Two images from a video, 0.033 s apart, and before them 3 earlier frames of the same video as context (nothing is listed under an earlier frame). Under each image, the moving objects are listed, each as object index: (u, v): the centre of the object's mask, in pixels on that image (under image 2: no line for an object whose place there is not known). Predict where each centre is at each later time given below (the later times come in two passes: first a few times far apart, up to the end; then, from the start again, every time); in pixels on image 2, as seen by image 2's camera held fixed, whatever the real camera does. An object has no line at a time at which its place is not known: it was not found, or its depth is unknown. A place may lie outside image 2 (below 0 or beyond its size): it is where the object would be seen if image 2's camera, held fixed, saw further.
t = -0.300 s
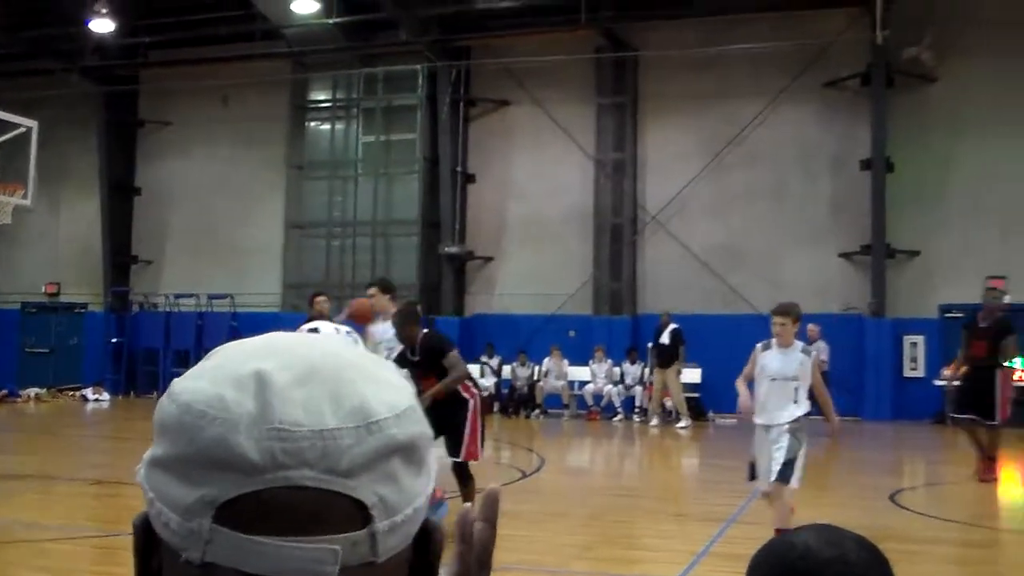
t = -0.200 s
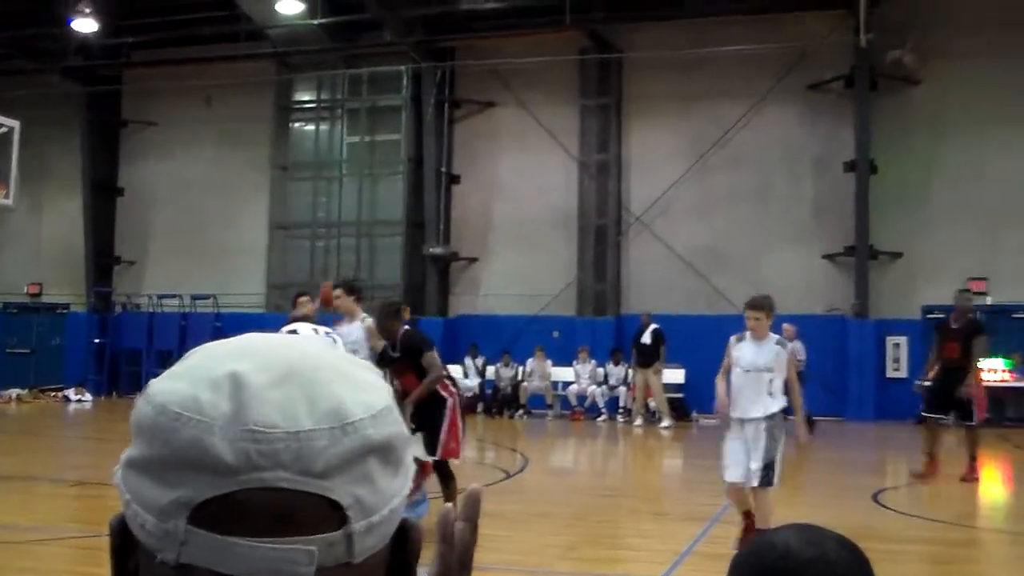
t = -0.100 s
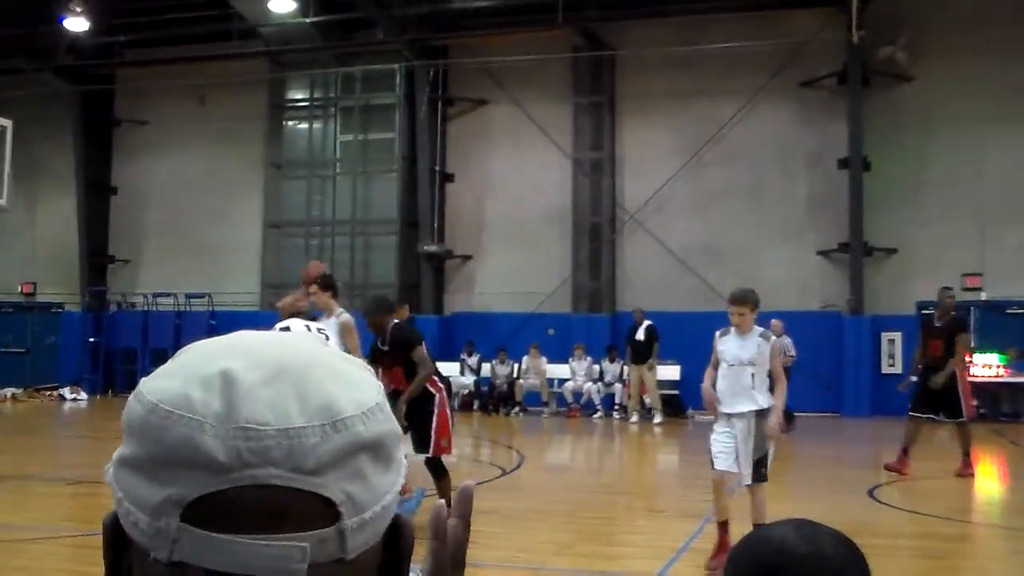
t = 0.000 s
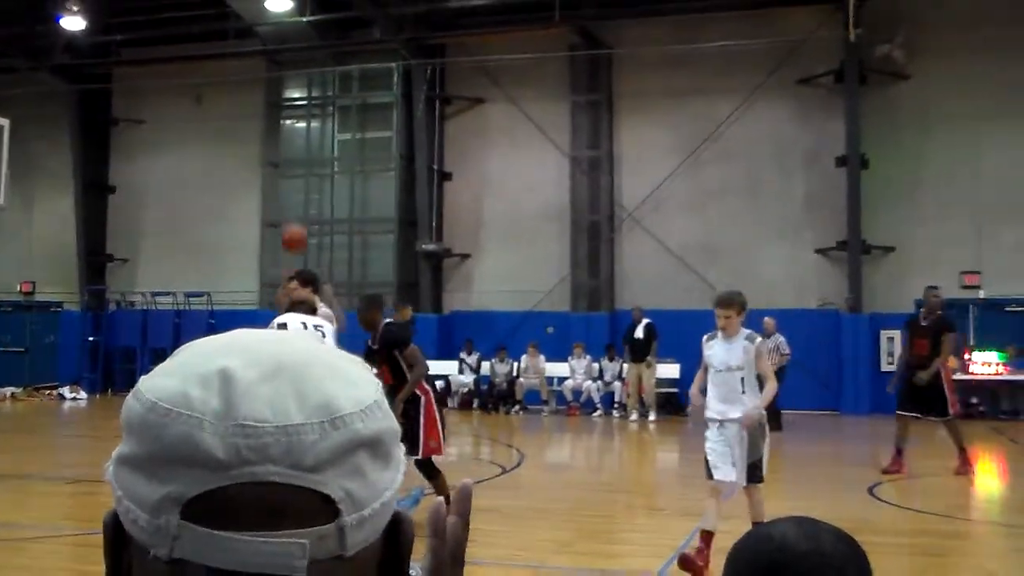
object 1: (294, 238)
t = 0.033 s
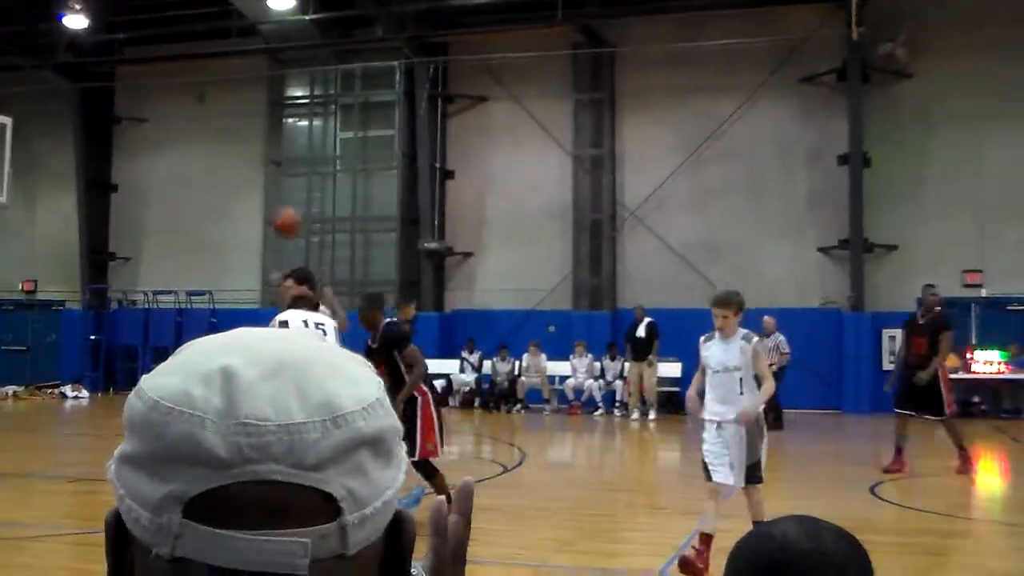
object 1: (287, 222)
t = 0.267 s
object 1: (212, 157)
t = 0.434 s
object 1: (148, 144)
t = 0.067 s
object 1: (279, 211)
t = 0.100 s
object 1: (268, 199)
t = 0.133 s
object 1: (258, 190)
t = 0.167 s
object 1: (246, 180)
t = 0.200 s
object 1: (236, 171)
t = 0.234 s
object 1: (225, 163)
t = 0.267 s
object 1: (212, 157)
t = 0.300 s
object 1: (201, 151)
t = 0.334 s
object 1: (188, 147)
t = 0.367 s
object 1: (174, 145)
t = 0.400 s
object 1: (161, 142)
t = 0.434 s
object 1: (148, 144)
